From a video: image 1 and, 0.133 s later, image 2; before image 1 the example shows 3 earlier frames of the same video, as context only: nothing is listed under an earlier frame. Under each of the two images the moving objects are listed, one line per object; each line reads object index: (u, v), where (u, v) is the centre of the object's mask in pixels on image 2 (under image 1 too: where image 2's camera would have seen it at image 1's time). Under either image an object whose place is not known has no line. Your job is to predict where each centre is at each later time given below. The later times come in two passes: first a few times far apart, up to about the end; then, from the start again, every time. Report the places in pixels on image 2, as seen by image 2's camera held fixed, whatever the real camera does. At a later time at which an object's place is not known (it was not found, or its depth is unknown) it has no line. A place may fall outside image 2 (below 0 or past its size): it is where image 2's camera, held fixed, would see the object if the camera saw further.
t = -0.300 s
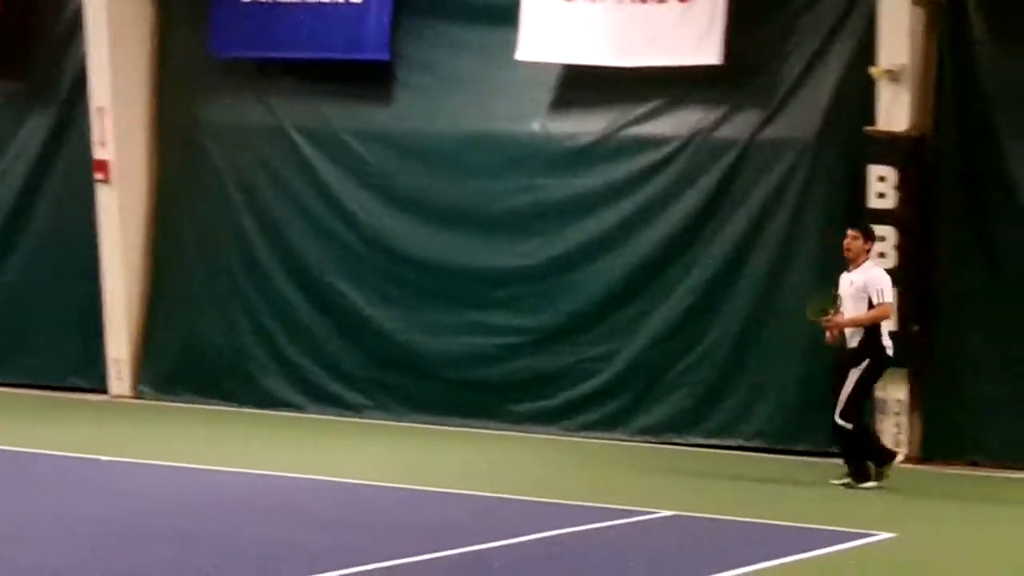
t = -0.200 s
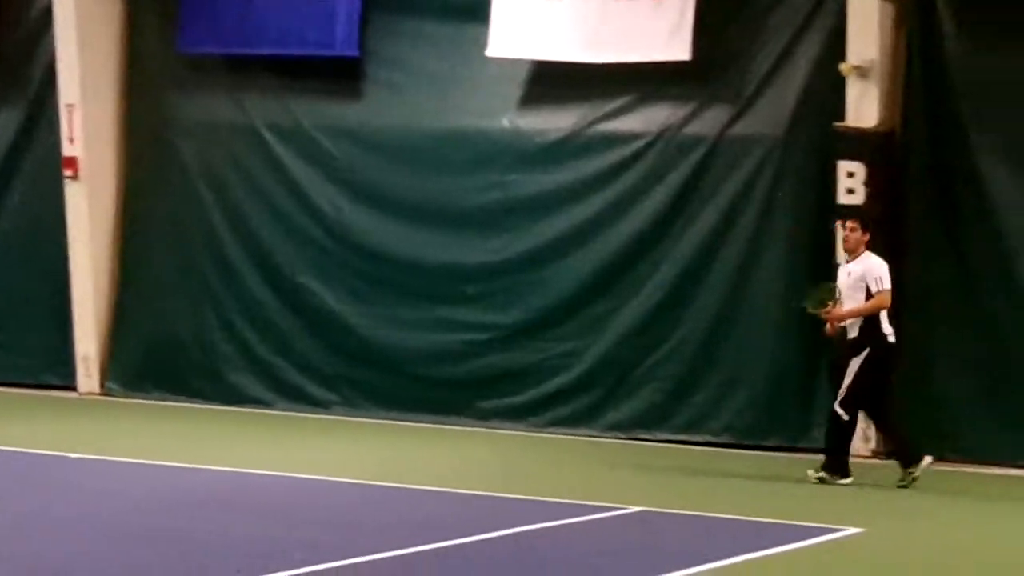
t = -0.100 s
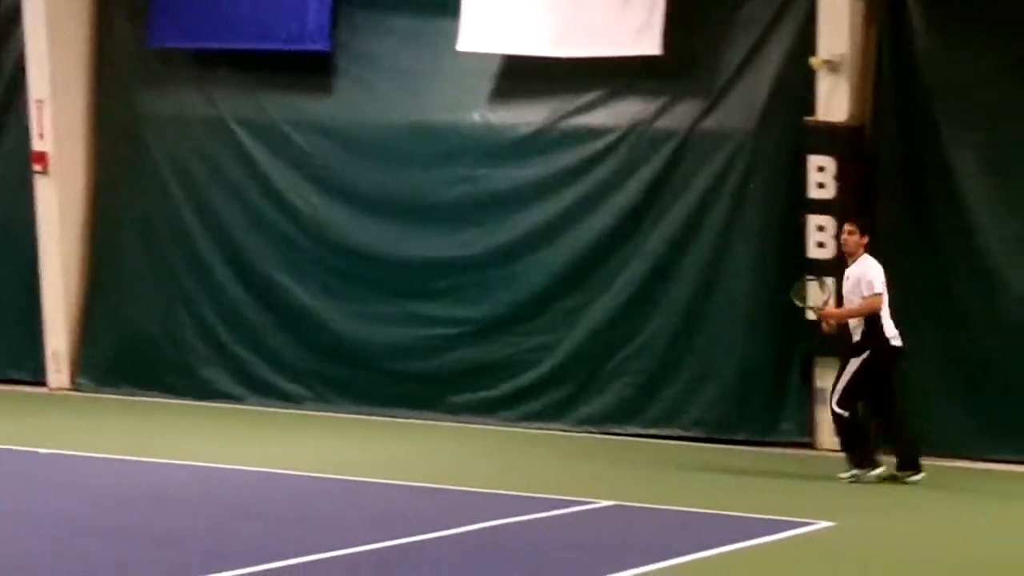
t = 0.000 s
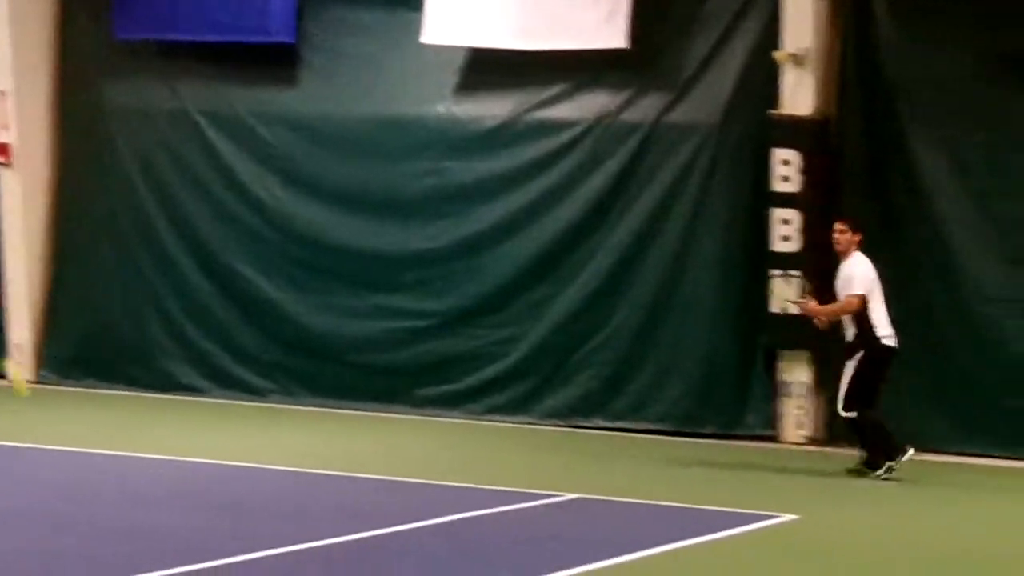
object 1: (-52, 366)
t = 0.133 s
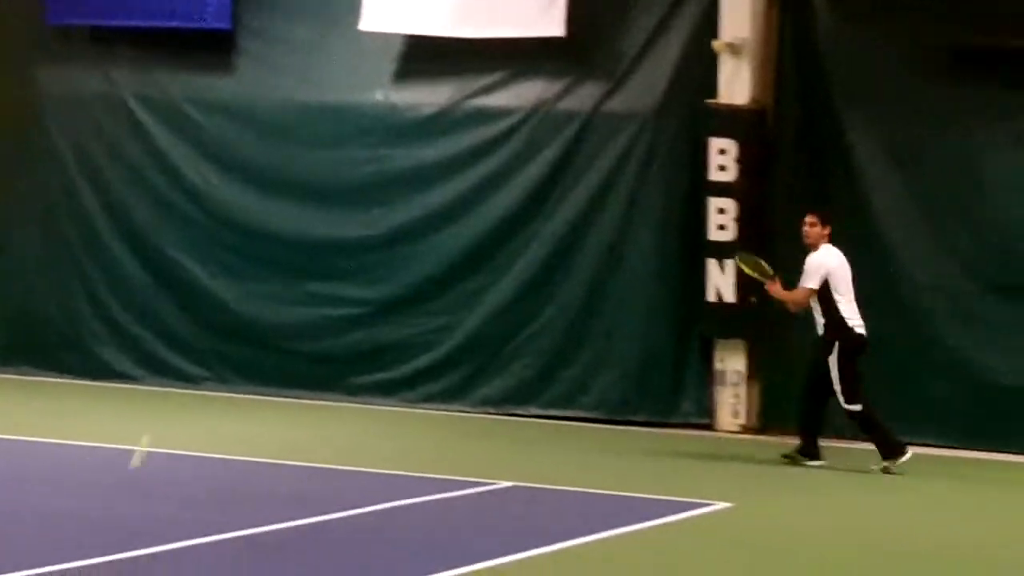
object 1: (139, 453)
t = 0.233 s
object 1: (236, 328)
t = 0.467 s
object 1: (435, 141)
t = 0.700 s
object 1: (601, 76)
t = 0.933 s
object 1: (740, 110)
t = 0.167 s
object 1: (175, 405)
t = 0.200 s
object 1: (206, 366)
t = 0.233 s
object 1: (236, 328)
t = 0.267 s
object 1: (267, 293)
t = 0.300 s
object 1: (297, 260)
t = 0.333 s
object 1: (326, 231)
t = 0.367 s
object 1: (354, 206)
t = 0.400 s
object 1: (382, 182)
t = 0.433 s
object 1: (408, 160)
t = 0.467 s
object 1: (435, 141)
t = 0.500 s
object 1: (460, 125)
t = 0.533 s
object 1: (485, 113)
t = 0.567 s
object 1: (510, 100)
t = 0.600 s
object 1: (534, 91)
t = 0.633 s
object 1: (558, 84)
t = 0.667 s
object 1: (579, 79)
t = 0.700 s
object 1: (601, 76)
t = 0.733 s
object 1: (622, 76)
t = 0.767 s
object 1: (643, 77)
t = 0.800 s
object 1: (664, 81)
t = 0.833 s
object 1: (683, 86)
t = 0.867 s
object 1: (703, 92)
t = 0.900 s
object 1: (720, 100)
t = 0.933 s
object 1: (740, 110)
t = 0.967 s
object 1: (758, 123)
